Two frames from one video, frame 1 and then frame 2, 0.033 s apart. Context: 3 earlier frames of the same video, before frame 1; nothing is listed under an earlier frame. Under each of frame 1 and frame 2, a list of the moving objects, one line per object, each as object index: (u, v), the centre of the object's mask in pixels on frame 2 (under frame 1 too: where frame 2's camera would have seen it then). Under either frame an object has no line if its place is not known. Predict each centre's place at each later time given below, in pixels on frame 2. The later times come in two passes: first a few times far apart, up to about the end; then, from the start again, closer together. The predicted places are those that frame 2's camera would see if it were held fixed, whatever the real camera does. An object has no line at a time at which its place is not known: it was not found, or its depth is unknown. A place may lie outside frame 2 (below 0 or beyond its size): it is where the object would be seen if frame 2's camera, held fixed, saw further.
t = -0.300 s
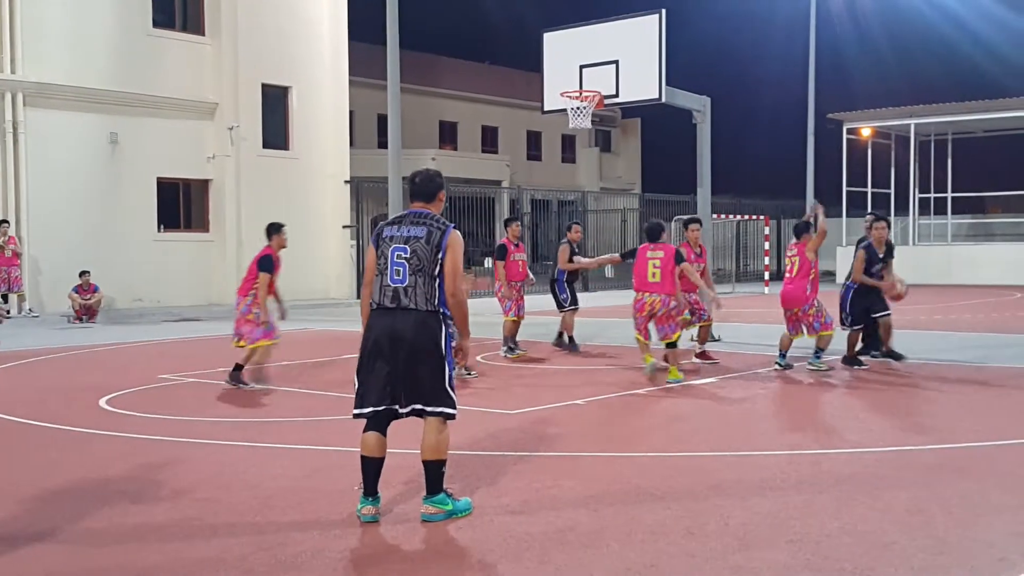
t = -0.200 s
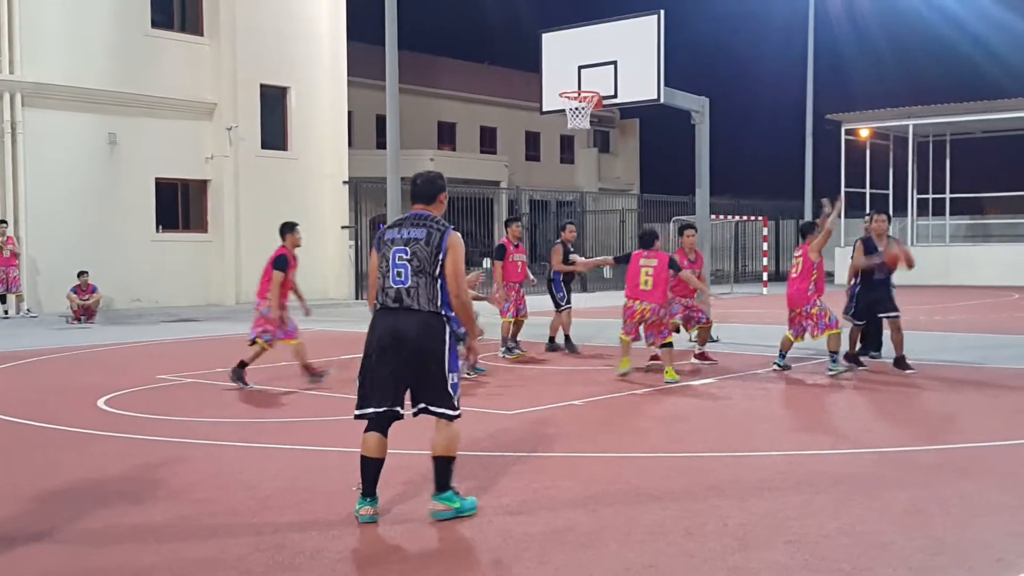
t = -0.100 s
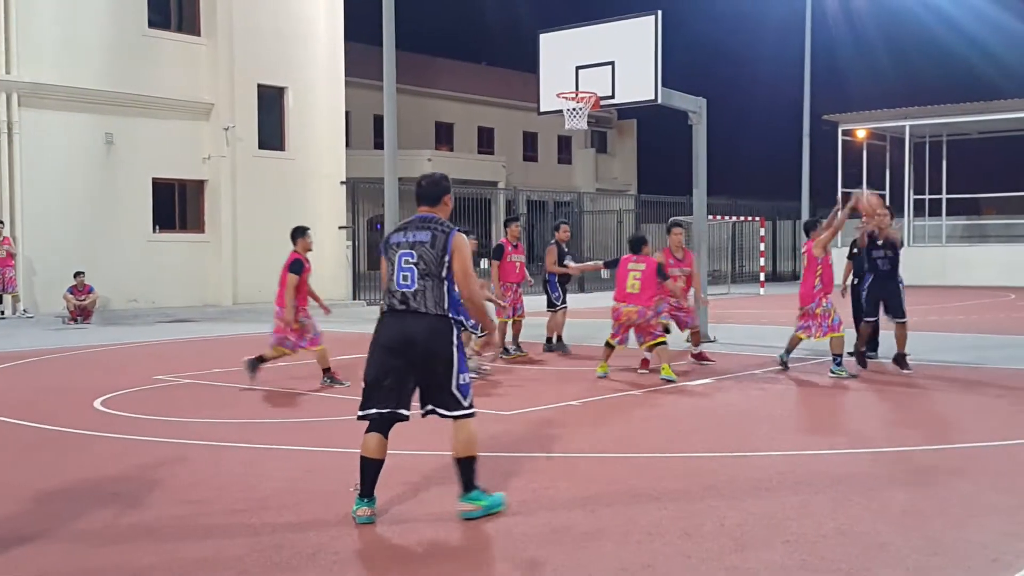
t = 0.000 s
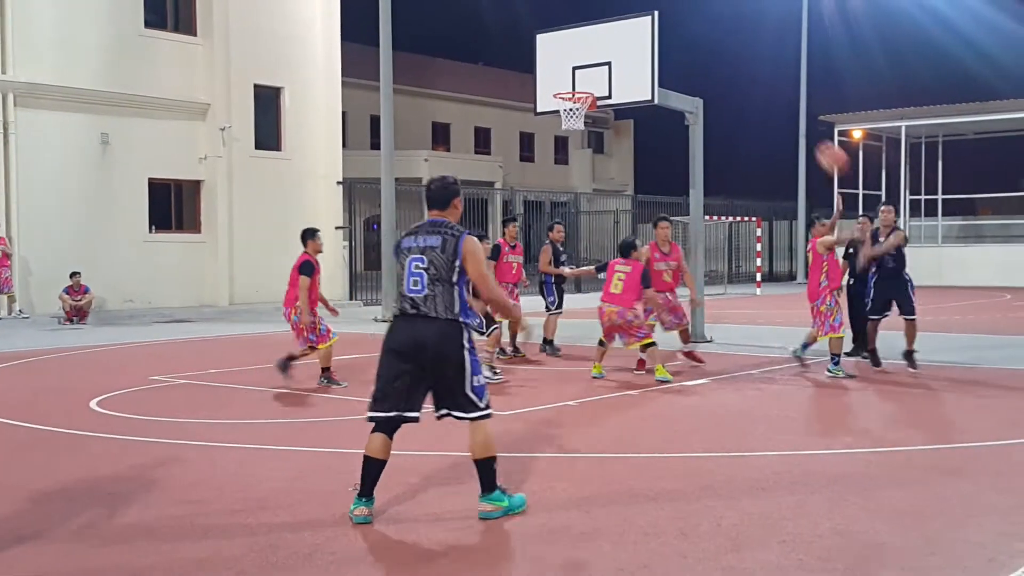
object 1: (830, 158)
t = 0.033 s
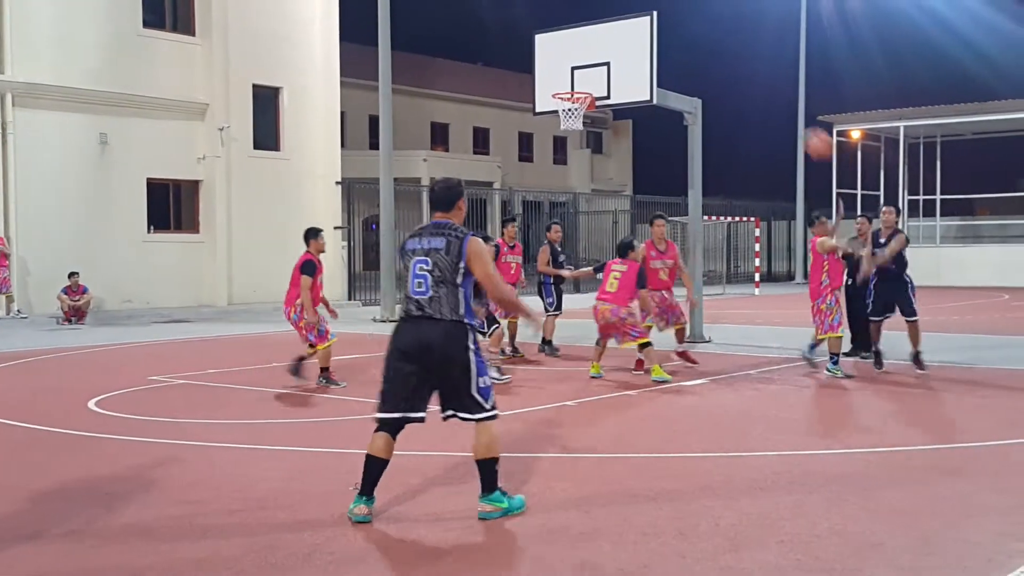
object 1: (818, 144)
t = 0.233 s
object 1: (740, 74)
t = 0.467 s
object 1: (622, 33)
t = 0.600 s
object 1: (535, 40)
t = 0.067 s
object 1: (806, 131)
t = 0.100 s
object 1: (794, 117)
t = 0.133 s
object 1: (780, 105)
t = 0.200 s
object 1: (754, 84)
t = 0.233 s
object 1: (740, 74)
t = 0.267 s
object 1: (725, 65)
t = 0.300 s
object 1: (710, 57)
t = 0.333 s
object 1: (693, 50)
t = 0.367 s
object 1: (677, 44)
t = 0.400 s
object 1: (664, 40)
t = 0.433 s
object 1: (645, 36)
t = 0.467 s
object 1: (622, 33)
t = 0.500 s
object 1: (600, 33)
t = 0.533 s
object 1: (581, 33)
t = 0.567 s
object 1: (559, 35)
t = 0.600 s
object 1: (535, 40)
